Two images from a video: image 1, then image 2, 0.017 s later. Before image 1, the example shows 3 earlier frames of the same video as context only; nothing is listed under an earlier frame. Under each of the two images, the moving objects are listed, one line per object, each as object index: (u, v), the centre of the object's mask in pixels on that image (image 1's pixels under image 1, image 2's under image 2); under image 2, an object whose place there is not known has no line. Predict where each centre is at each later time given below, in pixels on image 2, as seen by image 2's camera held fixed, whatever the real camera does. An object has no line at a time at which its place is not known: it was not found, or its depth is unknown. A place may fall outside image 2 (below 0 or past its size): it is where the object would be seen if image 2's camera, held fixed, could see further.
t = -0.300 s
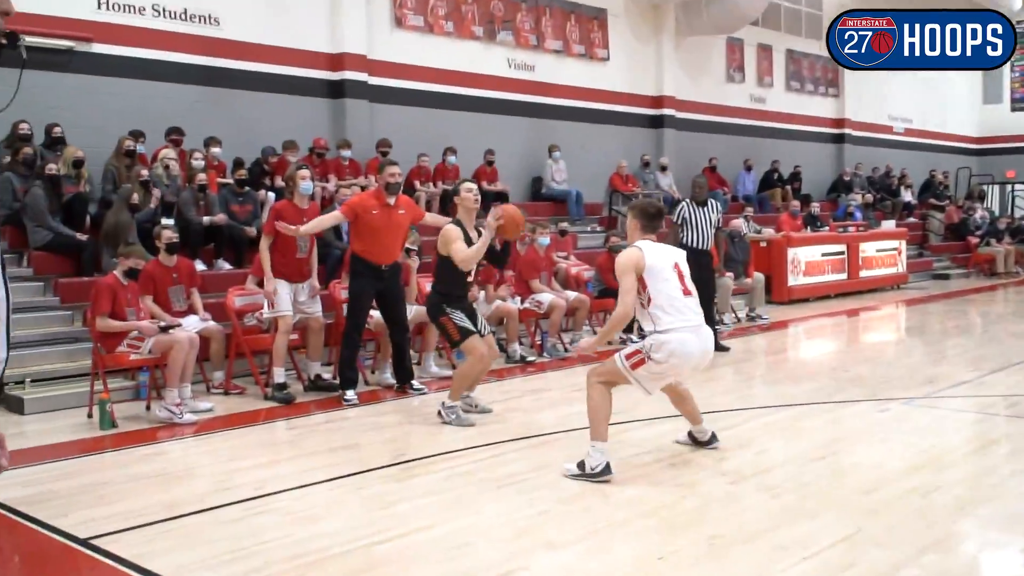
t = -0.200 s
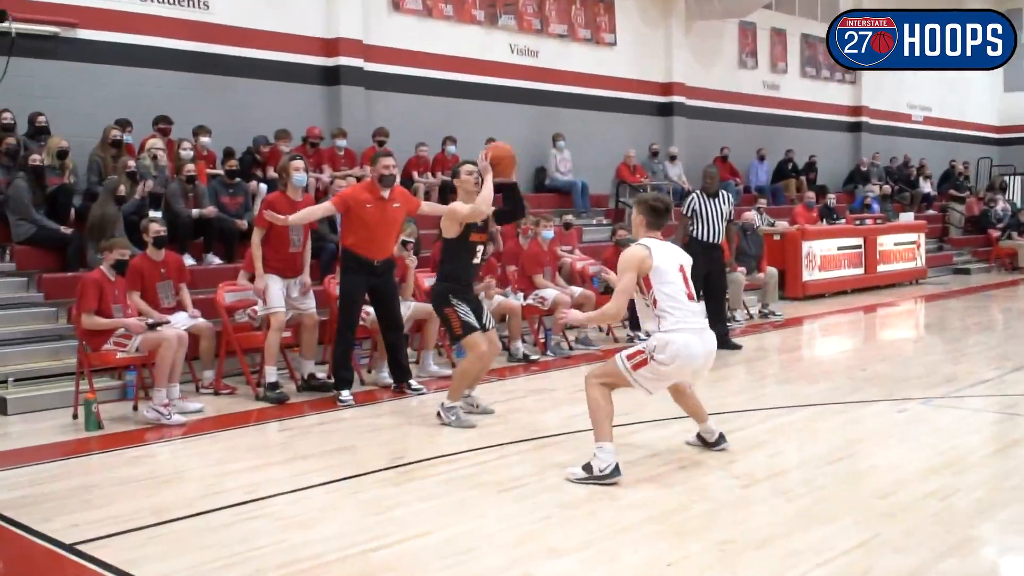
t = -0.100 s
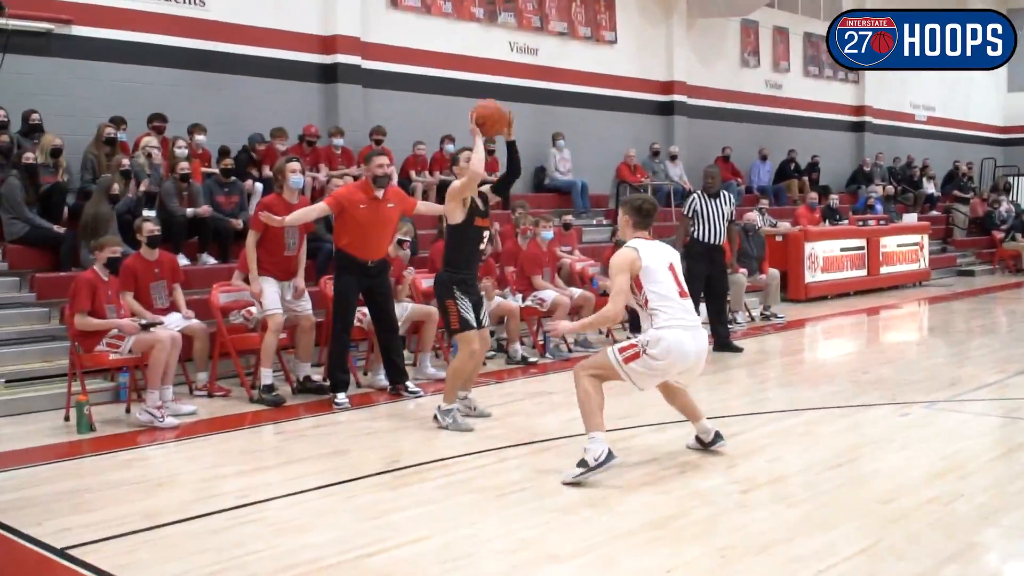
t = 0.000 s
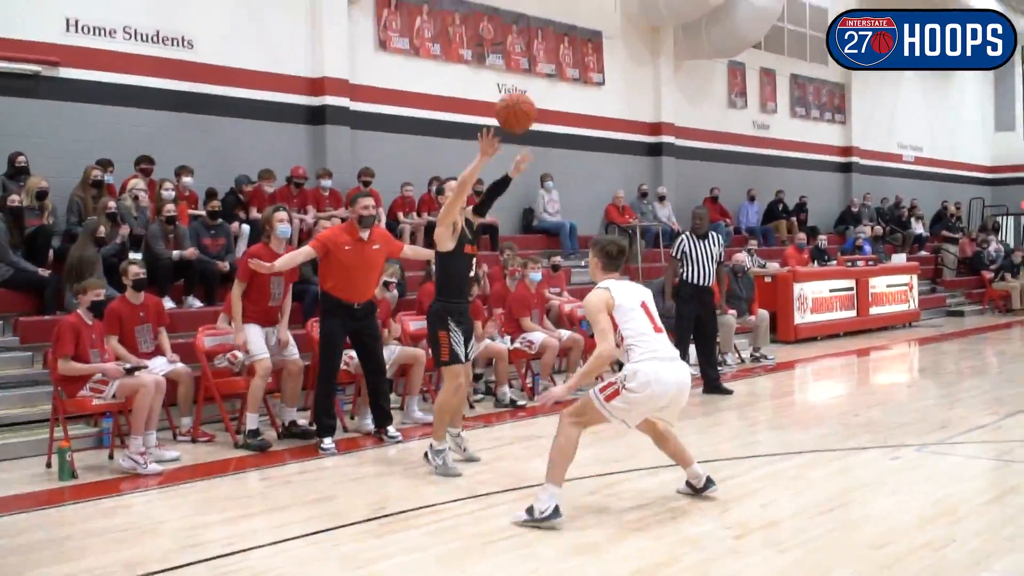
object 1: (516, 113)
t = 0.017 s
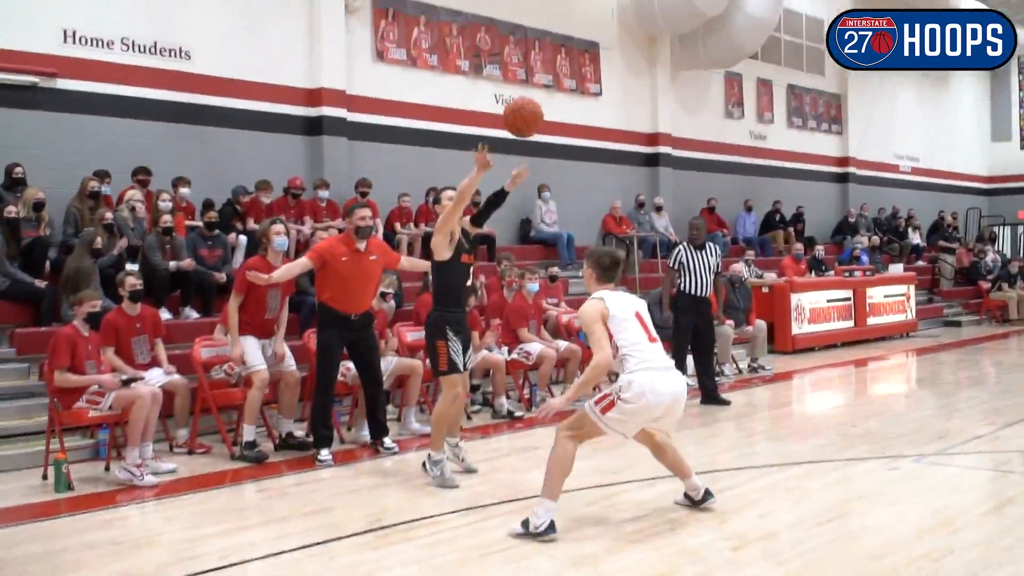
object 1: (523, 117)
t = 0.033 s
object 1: (534, 110)
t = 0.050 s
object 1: (545, 104)
